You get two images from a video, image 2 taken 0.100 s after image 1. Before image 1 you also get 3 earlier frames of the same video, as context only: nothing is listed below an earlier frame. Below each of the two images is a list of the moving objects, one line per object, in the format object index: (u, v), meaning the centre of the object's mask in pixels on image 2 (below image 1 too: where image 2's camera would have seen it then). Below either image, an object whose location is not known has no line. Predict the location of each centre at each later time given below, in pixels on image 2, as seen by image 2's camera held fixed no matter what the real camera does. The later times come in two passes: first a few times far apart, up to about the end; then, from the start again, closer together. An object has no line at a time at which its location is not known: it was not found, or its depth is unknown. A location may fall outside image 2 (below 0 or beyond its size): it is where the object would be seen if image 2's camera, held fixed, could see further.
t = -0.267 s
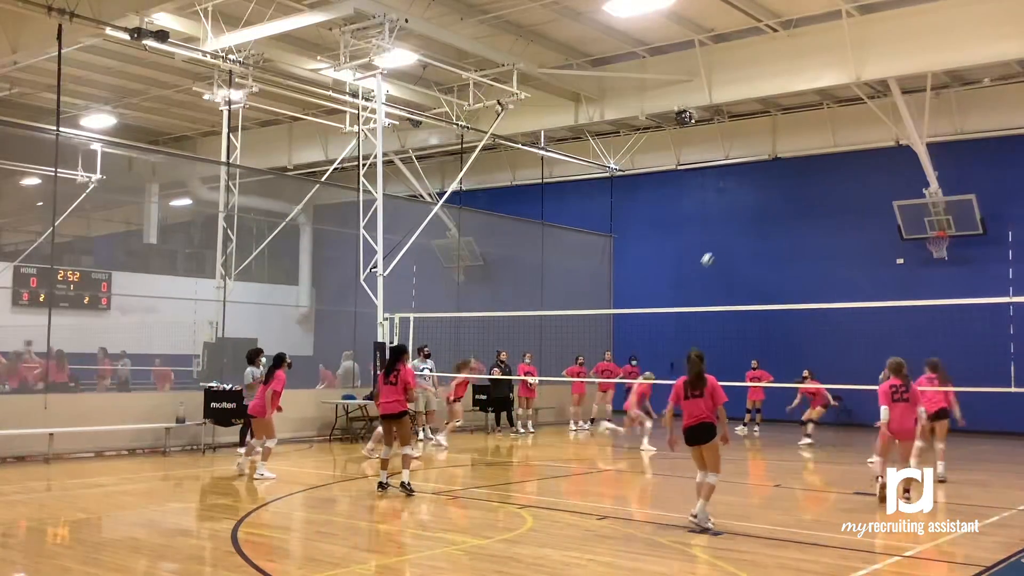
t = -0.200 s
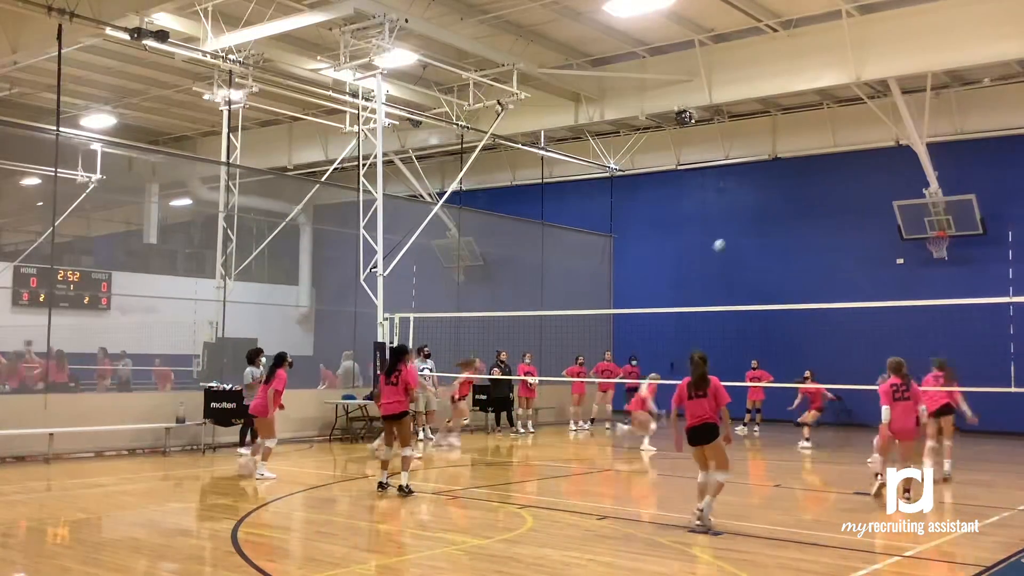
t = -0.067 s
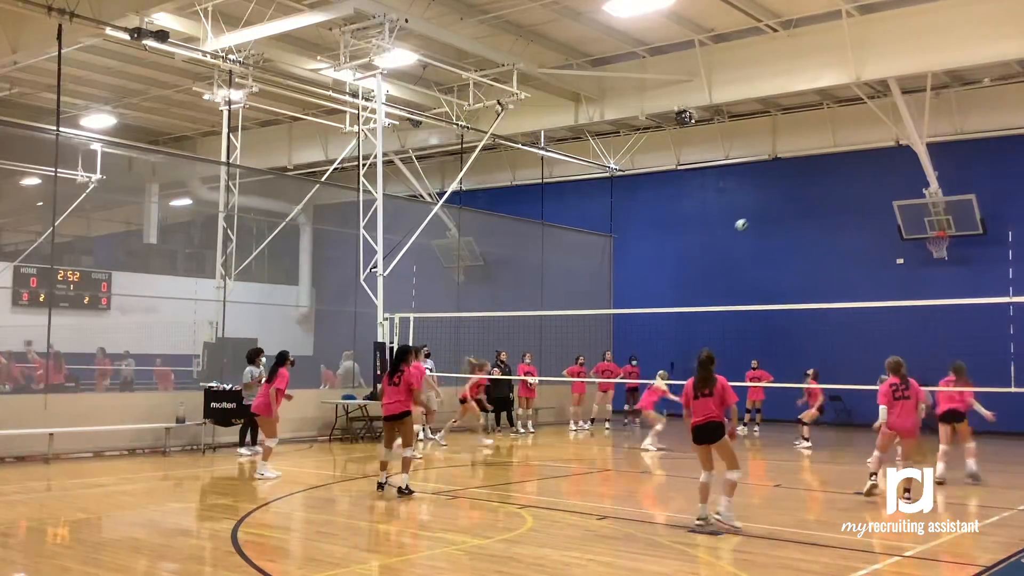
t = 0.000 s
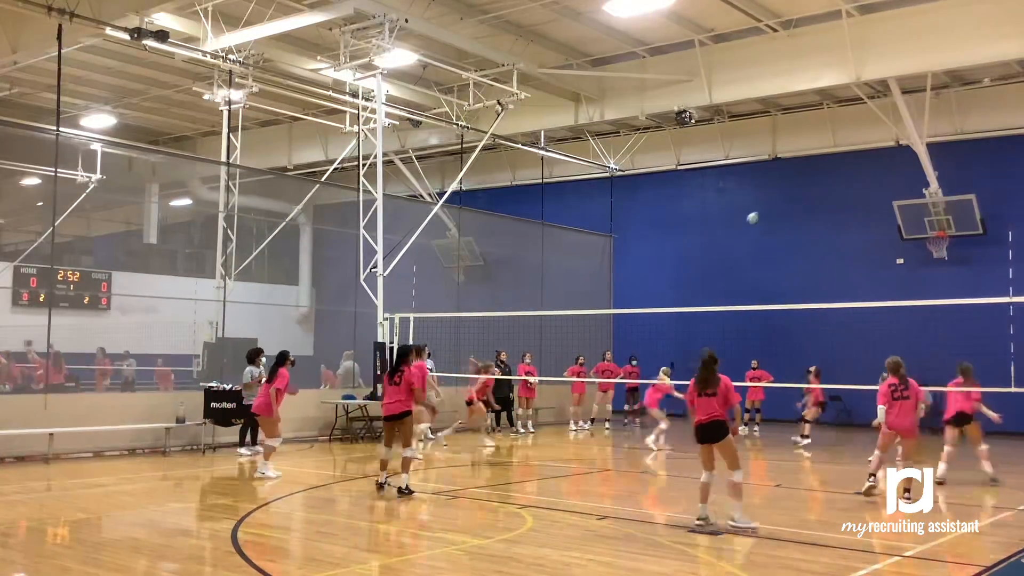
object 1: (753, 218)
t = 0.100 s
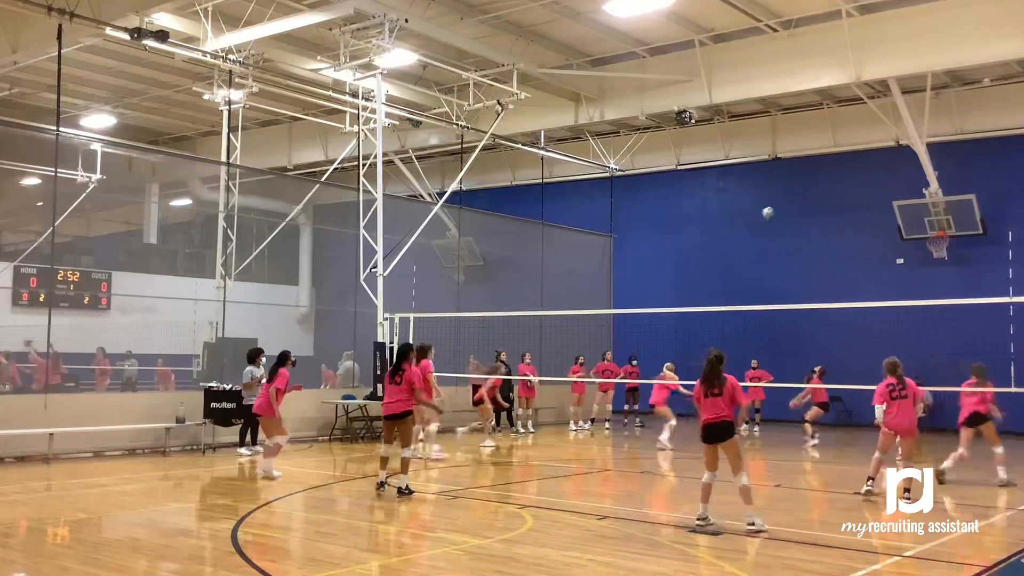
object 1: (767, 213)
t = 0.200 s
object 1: (783, 212)
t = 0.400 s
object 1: (812, 226)
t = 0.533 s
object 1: (831, 246)
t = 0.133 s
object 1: (773, 212)
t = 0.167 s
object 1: (778, 212)
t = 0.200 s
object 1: (783, 212)
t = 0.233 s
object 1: (788, 213)
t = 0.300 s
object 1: (798, 217)
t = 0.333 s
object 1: (802, 219)
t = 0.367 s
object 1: (808, 222)
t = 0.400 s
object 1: (812, 226)
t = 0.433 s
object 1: (817, 230)
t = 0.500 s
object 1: (826, 239)
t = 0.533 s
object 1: (831, 246)
